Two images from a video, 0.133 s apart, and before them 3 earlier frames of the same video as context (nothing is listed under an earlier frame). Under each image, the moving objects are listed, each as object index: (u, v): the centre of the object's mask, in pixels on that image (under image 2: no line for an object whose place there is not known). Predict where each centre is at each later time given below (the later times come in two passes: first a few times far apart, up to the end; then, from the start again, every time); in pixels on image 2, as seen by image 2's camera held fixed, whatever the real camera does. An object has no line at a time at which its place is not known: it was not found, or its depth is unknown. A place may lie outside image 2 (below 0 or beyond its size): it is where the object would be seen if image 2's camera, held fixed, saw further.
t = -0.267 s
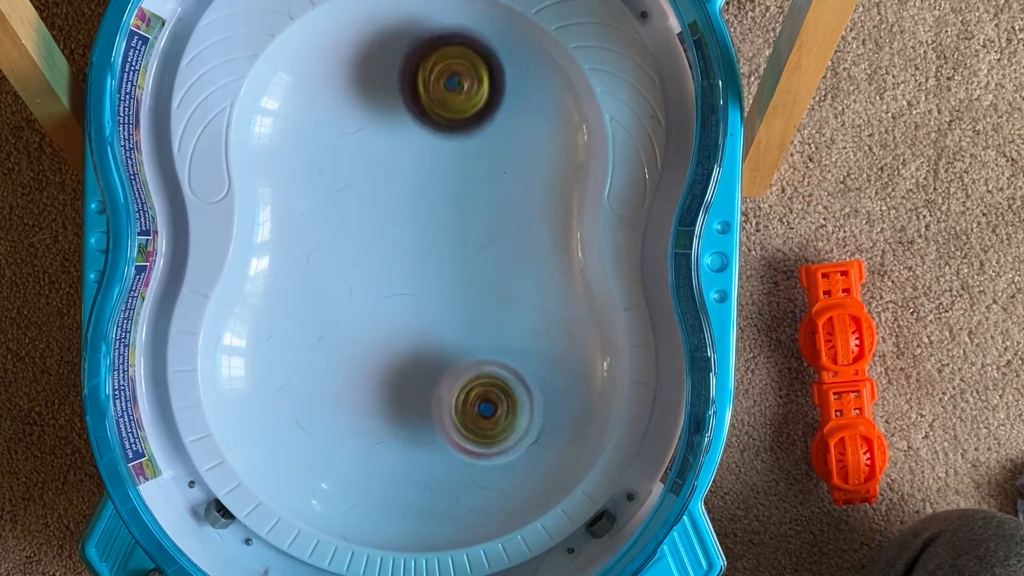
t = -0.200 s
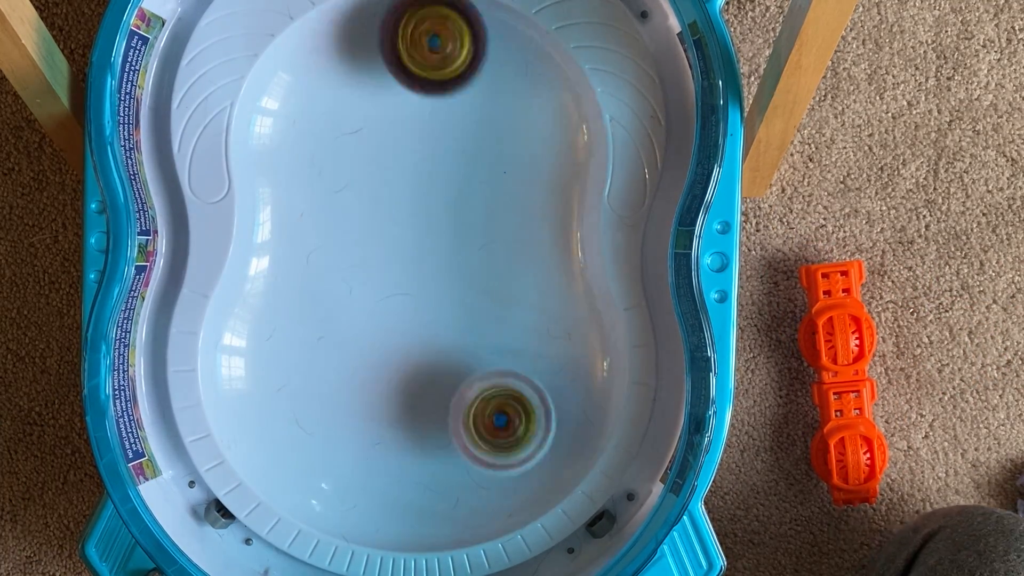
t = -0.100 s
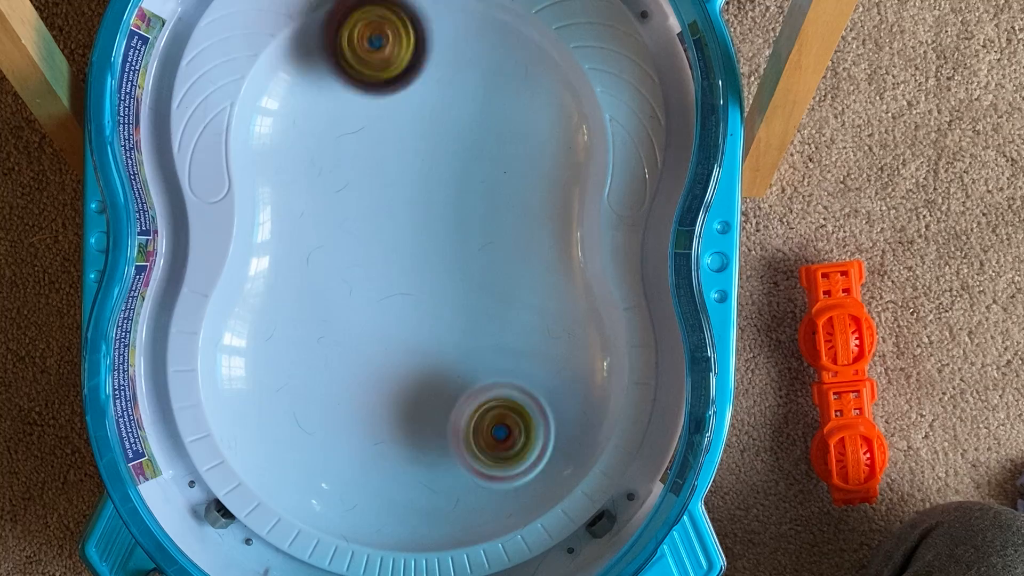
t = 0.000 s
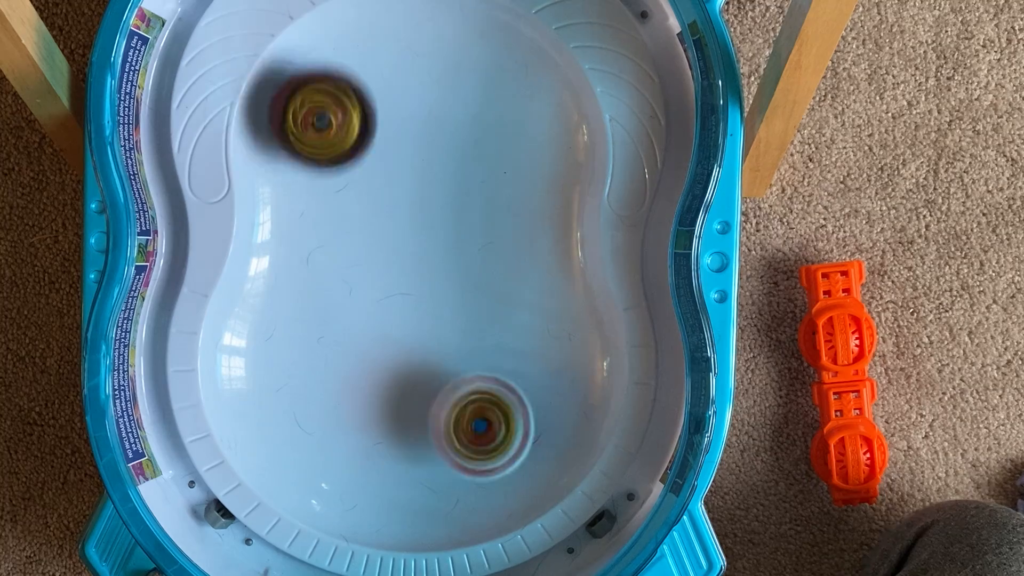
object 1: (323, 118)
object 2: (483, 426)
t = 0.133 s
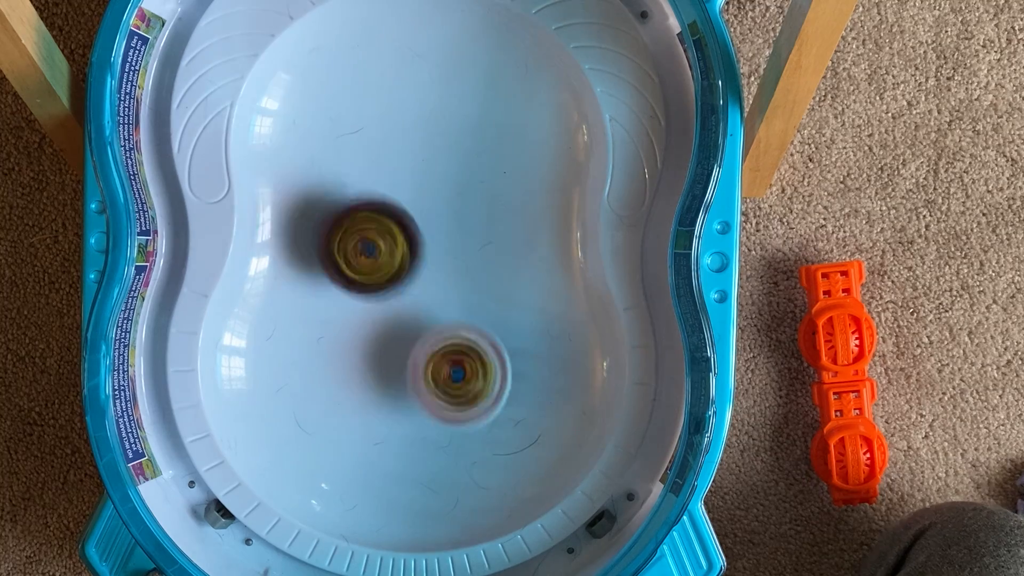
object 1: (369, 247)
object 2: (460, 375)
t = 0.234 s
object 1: (388, 254)
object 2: (508, 389)
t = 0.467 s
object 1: (414, 204)
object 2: (468, 444)
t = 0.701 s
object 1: (458, 123)
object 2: (409, 322)
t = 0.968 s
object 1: (372, 90)
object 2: (409, 204)
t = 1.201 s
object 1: (349, 138)
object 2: (439, 282)
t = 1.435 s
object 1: (430, 150)
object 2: (456, 428)
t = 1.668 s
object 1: (459, 88)
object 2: (334, 440)
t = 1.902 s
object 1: (411, 140)
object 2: (382, 309)
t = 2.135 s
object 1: (406, 165)
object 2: (527, 370)
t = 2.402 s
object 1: (395, 197)
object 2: (423, 481)
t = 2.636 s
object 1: (412, 233)
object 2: (350, 333)
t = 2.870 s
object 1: (475, 166)
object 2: (370, 266)
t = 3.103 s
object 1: (452, 86)
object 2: (414, 260)
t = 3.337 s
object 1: (383, 162)
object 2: (463, 316)
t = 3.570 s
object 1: (386, 299)
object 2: (463, 414)
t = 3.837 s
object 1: (383, 387)
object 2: (371, 499)
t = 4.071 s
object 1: (438, 278)
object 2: (320, 389)
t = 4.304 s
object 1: (474, 147)
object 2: (499, 291)
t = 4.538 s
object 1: (405, 65)
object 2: (551, 341)
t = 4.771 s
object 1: (368, 180)
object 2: (413, 368)
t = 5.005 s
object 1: (454, 237)
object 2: (258, 385)
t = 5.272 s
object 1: (532, 142)
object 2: (359, 380)
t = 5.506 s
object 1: (427, 107)
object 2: (519, 422)
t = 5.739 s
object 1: (340, 230)
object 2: (524, 410)
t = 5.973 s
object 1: (325, 412)
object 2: (444, 291)
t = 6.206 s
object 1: (485, 458)
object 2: (308, 160)
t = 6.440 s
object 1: (498, 301)
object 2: (353, 76)
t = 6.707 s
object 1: (370, 259)
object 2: (480, 109)
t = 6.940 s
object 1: (283, 384)
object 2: (526, 125)
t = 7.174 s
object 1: (404, 454)
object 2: (440, 180)
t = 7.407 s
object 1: (504, 337)
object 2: (359, 242)
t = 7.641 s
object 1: (487, 194)
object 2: (388, 314)
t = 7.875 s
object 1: (420, 103)
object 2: (486, 410)
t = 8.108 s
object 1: (334, 124)
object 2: (502, 432)
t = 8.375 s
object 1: (375, 217)
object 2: (429, 351)
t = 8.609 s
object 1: (446, 235)
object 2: (355, 377)
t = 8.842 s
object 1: (483, 224)
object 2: (339, 421)
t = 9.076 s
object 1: (442, 229)
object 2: (400, 382)
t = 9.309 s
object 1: (366, 199)
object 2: (480, 390)
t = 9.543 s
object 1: (365, 133)
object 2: (476, 411)
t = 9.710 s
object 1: (406, 103)
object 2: (436, 390)
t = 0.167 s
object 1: (391, 272)
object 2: (459, 357)
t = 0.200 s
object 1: (392, 265)
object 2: (483, 372)
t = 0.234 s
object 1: (388, 254)
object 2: (508, 389)
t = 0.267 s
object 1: (389, 245)
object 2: (519, 401)
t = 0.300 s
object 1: (392, 240)
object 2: (523, 412)
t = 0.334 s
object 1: (395, 233)
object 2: (521, 426)
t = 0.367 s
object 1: (400, 227)
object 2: (514, 437)
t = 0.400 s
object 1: (404, 219)
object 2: (503, 443)
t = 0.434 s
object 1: (409, 212)
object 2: (486, 445)
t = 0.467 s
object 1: (414, 204)
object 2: (468, 444)
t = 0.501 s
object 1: (421, 195)
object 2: (453, 436)
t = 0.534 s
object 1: (426, 186)
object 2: (439, 422)
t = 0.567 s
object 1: (433, 174)
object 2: (424, 406)
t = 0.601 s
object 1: (440, 164)
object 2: (414, 387)
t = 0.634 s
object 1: (448, 150)
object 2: (409, 365)
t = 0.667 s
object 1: (455, 137)
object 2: (407, 343)
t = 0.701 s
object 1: (458, 123)
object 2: (409, 322)
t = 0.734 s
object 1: (458, 109)
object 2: (412, 302)
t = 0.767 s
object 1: (451, 96)
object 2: (413, 283)
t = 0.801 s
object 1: (441, 86)
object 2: (414, 263)
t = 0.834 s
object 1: (426, 81)
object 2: (413, 244)
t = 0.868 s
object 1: (409, 81)
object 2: (410, 226)
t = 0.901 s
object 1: (394, 87)
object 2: (409, 209)
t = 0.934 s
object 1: (381, 90)
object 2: (408, 199)
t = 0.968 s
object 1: (372, 90)
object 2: (409, 204)
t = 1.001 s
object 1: (364, 97)
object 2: (407, 206)
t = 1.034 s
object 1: (359, 109)
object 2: (407, 208)
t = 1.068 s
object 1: (352, 113)
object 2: (412, 218)
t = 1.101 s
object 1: (347, 116)
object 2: (420, 233)
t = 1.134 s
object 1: (344, 122)
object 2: (426, 249)
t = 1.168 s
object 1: (345, 129)
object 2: (432, 265)
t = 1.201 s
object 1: (349, 138)
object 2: (439, 282)
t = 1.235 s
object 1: (356, 145)
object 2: (445, 301)
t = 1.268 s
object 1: (366, 150)
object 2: (452, 322)
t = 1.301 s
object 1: (378, 154)
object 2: (459, 343)
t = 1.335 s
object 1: (390, 156)
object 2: (466, 365)
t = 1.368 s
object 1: (402, 156)
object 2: (468, 388)
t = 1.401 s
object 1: (417, 154)
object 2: (463, 409)
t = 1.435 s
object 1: (430, 150)
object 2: (456, 428)
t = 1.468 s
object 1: (443, 142)
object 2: (444, 444)
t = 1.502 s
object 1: (456, 134)
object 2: (429, 457)
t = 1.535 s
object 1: (464, 124)
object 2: (411, 464)
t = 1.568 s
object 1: (469, 114)
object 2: (389, 466)
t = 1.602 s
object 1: (470, 103)
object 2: (368, 463)
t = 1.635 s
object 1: (467, 95)
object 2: (349, 454)
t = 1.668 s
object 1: (459, 88)
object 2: (334, 440)
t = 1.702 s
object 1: (450, 84)
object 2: (324, 423)
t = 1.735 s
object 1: (440, 86)
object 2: (320, 402)
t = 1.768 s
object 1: (429, 91)
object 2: (322, 381)
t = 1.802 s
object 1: (420, 99)
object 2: (330, 360)
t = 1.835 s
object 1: (414, 110)
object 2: (343, 341)
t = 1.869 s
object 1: (411, 125)
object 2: (362, 325)
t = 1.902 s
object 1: (411, 140)
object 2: (382, 309)
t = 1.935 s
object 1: (415, 155)
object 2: (400, 297)
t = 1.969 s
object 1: (420, 170)
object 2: (417, 288)
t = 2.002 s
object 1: (419, 174)
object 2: (441, 292)
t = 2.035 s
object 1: (416, 168)
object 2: (462, 308)
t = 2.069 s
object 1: (413, 166)
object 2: (485, 327)
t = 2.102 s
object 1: (409, 166)
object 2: (508, 347)
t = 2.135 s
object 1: (406, 165)
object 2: (527, 370)
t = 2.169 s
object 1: (404, 166)
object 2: (537, 395)
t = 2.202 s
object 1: (402, 169)
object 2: (540, 419)
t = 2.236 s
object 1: (399, 172)
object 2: (535, 443)
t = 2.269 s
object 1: (398, 175)
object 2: (523, 463)
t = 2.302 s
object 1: (397, 180)
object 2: (502, 478)
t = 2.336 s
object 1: (396, 186)
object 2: (477, 487)
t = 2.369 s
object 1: (395, 191)
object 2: (449, 489)
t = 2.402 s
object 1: (395, 197)
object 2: (423, 481)
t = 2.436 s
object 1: (395, 204)
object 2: (400, 467)
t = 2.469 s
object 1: (395, 212)
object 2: (381, 447)
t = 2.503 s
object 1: (395, 218)
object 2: (367, 422)
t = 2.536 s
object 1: (396, 225)
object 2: (359, 396)
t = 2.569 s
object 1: (398, 233)
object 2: (354, 368)
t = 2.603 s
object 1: (399, 240)
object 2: (355, 341)
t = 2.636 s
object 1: (412, 233)
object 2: (350, 333)
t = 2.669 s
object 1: (423, 226)
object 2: (352, 324)
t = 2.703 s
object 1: (433, 218)
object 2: (352, 312)
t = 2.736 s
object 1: (441, 209)
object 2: (355, 301)
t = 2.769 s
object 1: (449, 200)
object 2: (359, 290)
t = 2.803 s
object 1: (458, 190)
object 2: (362, 281)
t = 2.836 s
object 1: (466, 178)
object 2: (366, 273)
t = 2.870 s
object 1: (475, 166)
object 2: (370, 266)
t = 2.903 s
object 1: (482, 154)
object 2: (374, 261)
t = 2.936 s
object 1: (487, 139)
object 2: (379, 258)
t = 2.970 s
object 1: (489, 125)
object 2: (385, 256)
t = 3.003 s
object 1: (486, 111)
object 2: (391, 255)
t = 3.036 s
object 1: (479, 98)
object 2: (399, 255)
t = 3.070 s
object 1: (467, 90)
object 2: (407, 257)
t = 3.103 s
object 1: (452, 86)
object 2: (414, 260)
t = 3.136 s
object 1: (435, 86)
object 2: (422, 265)
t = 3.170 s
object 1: (419, 90)
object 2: (430, 270)
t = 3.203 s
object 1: (405, 99)
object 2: (438, 276)
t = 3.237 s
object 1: (394, 112)
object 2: (444, 284)
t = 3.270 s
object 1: (387, 128)
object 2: (451, 293)
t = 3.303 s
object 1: (383, 144)
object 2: (457, 304)
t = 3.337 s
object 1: (383, 162)
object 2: (463, 316)
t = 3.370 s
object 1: (383, 181)
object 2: (469, 329)
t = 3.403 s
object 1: (383, 199)
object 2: (476, 345)
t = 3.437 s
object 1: (383, 217)
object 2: (482, 360)
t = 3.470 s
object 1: (383, 237)
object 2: (485, 374)
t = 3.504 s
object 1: (384, 258)
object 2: (482, 390)
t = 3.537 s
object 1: (385, 278)
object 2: (474, 403)
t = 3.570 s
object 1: (386, 299)
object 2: (463, 414)
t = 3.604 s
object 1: (387, 320)
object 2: (450, 422)
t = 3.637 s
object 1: (385, 337)
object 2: (440, 431)
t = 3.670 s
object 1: (380, 351)
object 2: (433, 443)
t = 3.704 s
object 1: (373, 356)
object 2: (428, 462)
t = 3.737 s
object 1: (371, 363)
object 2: (419, 480)
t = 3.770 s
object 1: (371, 371)
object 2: (405, 495)
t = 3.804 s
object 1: (376, 380)
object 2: (389, 500)
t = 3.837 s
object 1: (383, 387)
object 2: (371, 499)
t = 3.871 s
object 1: (395, 381)
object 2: (354, 500)
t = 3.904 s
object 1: (409, 361)
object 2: (336, 500)
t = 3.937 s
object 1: (418, 345)
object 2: (321, 488)
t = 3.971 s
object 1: (423, 329)
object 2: (308, 468)
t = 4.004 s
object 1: (428, 312)
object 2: (303, 441)
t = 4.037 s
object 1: (433, 295)
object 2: (308, 415)
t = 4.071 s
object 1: (438, 278)
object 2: (320, 389)
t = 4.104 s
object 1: (444, 260)
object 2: (338, 366)
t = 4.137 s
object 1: (450, 242)
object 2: (363, 346)
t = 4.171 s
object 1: (455, 223)
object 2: (393, 329)
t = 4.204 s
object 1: (460, 204)
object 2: (422, 315)
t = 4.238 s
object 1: (464, 185)
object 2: (450, 304)
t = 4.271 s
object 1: (469, 166)
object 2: (476, 296)
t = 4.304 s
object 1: (474, 147)
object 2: (499, 291)
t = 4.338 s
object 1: (477, 127)
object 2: (521, 286)
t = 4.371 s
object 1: (476, 109)
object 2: (541, 285)
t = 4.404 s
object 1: (469, 92)
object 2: (554, 289)
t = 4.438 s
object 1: (457, 78)
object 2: (562, 297)
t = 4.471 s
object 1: (442, 68)
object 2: (564, 309)
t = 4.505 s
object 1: (424, 63)
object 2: (561, 324)
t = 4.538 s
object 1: (405, 65)
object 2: (551, 341)
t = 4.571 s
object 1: (387, 71)
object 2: (538, 355)
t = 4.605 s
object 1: (372, 84)
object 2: (521, 368)
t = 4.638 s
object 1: (362, 100)
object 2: (501, 377)
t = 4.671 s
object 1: (356, 120)
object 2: (480, 379)
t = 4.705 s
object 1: (356, 140)
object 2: (457, 379)
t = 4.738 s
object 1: (361, 160)
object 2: (435, 375)
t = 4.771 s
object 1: (368, 180)
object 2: (413, 368)
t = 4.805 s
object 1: (374, 199)
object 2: (391, 361)
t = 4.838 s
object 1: (380, 218)
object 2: (371, 353)
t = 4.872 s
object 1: (387, 237)
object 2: (351, 344)
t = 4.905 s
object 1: (397, 249)
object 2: (331, 344)
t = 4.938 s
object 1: (419, 245)
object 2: (302, 360)
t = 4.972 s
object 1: (438, 242)
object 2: (278, 375)
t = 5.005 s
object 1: (454, 237)
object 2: (258, 385)
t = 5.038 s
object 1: (469, 230)
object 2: (246, 392)
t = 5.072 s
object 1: (483, 222)
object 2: (244, 397)
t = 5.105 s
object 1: (496, 212)
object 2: (249, 396)
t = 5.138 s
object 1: (508, 200)
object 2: (262, 392)
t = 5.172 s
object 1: (516, 187)
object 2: (281, 388)
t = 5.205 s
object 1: (523, 173)
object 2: (304, 383)
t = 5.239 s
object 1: (529, 158)
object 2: (332, 380)
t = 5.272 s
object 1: (532, 142)
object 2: (359, 380)
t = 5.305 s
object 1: (528, 126)
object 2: (385, 382)
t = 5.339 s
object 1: (519, 112)
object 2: (409, 387)
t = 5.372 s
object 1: (505, 102)
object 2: (434, 389)
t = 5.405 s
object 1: (487, 96)
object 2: (459, 396)
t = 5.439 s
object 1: (466, 95)
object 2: (485, 407)
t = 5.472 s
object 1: (447, 99)
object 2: (502, 414)
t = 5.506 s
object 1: (427, 107)
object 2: (519, 422)
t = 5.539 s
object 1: (409, 118)
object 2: (534, 427)
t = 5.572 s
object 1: (394, 132)
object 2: (544, 431)
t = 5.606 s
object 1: (382, 148)
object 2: (547, 434)
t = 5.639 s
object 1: (370, 164)
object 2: (547, 431)
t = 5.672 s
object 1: (359, 183)
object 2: (543, 429)
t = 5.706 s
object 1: (348, 205)
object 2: (536, 421)
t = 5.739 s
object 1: (340, 230)
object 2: (524, 410)
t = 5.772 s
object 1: (333, 256)
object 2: (513, 396)
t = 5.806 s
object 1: (327, 283)
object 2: (500, 380)
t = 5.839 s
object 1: (323, 310)
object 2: (488, 363)
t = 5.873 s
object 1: (317, 335)
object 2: (476, 345)
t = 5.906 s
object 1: (313, 360)
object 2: (468, 329)
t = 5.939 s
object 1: (314, 386)
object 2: (456, 310)
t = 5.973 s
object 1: (325, 412)
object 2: (444, 291)
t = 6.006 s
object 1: (338, 434)
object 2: (427, 271)
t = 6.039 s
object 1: (358, 453)
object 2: (410, 254)
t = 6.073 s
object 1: (381, 465)
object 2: (389, 234)
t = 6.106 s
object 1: (407, 473)
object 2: (369, 216)
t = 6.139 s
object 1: (434, 474)
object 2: (348, 197)
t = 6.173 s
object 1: (461, 470)
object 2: (328, 179)
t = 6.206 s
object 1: (485, 458)
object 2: (308, 160)
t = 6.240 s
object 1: (505, 439)
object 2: (289, 140)
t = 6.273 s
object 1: (520, 418)
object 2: (278, 121)
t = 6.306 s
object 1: (529, 393)
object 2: (276, 102)
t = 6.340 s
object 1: (529, 367)
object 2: (284, 86)
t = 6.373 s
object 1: (524, 343)
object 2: (305, 77)
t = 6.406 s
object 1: (512, 322)
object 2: (329, 72)
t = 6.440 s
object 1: (498, 301)
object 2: (353, 76)
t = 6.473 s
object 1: (484, 279)
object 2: (376, 84)
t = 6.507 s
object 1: (471, 259)
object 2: (396, 98)
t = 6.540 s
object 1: (457, 243)
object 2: (416, 112)
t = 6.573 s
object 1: (442, 230)
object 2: (429, 128)
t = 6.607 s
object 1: (427, 231)
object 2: (438, 131)
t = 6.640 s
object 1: (408, 240)
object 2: (453, 119)
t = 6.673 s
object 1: (387, 249)
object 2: (468, 113)
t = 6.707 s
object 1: (370, 259)
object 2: (480, 109)
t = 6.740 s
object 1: (354, 272)
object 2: (495, 105)
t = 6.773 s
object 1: (338, 287)
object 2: (506, 103)
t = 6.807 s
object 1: (323, 305)
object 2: (516, 103)
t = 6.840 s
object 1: (308, 323)
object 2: (523, 105)
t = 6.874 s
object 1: (295, 341)
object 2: (528, 111)
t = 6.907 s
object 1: (286, 362)
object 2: (529, 117)
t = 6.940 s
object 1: (283, 384)
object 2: (526, 125)
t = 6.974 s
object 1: (289, 406)
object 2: (520, 134)
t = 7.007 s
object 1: (300, 424)
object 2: (512, 141)
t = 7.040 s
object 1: (315, 440)
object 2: (500, 148)
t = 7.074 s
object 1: (335, 452)
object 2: (486, 156)
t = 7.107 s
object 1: (357, 457)
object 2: (471, 164)
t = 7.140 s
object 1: (381, 457)
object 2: (455, 171)
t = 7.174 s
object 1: (404, 454)
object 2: (440, 180)
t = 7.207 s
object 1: (428, 446)
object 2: (424, 187)
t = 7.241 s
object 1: (450, 432)
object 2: (409, 197)
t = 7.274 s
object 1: (468, 416)
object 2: (395, 206)
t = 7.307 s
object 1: (484, 398)
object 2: (383, 214)
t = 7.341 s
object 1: (497, 377)
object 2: (372, 224)
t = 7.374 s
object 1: (504, 356)
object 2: (364, 233)
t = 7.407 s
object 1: (504, 337)
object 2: (359, 242)
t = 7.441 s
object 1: (503, 318)
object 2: (356, 252)
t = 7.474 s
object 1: (501, 296)
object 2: (356, 260)
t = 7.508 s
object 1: (500, 274)
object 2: (357, 268)
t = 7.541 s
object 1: (498, 254)
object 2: (361, 278)
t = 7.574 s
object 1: (497, 232)
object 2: (368, 289)
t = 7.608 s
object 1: (492, 212)
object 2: (377, 302)
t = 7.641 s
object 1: (487, 194)
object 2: (388, 314)
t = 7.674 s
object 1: (481, 178)
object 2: (403, 329)
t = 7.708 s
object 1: (474, 161)
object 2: (418, 343)
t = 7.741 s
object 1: (466, 147)
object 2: (434, 358)
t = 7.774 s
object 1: (457, 134)
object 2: (449, 371)
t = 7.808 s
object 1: (447, 122)
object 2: (462, 386)
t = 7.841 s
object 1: (434, 111)
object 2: (475, 399)
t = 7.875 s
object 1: (420, 103)
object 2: (486, 410)
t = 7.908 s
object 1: (406, 97)
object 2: (494, 419)
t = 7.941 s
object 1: (390, 93)
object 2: (500, 426)
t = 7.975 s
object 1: (374, 94)
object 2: (506, 432)
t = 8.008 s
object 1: (361, 98)
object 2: (507, 435)
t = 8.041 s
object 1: (350, 103)
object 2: (507, 437)
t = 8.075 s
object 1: (339, 112)
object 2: (505, 436)
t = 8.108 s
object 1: (334, 124)
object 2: (502, 432)
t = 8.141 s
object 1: (332, 135)
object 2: (496, 426)
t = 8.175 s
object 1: (332, 147)
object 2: (490, 418)
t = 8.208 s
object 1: (337, 160)
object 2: (484, 408)
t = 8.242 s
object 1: (343, 172)
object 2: (473, 397)
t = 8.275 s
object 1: (350, 183)
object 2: (463, 386)
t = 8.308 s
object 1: (358, 196)
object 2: (451, 372)
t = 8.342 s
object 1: (366, 208)
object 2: (440, 361)
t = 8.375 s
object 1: (375, 217)
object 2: (429, 351)
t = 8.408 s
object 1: (384, 229)
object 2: (416, 340)
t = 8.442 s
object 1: (395, 236)
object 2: (403, 334)
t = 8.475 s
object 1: (406, 234)
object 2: (394, 339)
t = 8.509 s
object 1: (416, 236)
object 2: (382, 349)
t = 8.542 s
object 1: (427, 234)
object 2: (373, 357)
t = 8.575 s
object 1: (436, 234)
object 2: (363, 366)
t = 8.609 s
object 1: (446, 235)
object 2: (355, 377)
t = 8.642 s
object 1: (455, 233)
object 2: (347, 387)
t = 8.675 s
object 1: (462, 232)
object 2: (342, 396)
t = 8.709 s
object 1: (470, 232)
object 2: (337, 405)
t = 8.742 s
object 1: (475, 230)
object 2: (335, 412)
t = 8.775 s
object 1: (478, 228)
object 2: (335, 417)
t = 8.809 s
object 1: (482, 227)
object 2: (336, 420)
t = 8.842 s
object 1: (483, 224)
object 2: (339, 421)
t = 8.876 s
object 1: (482, 223)
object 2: (344, 422)
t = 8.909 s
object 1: (480, 221)
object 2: (350, 419)
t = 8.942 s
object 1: (475, 220)
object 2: (358, 415)
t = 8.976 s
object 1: (469, 222)
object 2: (367, 409)
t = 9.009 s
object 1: (462, 223)
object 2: (378, 401)
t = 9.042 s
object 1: (451, 224)
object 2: (389, 393)
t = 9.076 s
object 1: (442, 229)
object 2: (400, 382)
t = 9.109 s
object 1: (431, 232)
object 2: (412, 371)
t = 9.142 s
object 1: (418, 239)
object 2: (424, 359)
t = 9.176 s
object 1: (407, 246)
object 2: (435, 347)
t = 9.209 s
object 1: (395, 235)
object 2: (452, 354)
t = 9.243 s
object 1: (384, 221)
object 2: (463, 367)
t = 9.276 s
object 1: (374, 208)
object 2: (473, 382)
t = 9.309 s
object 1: (366, 199)
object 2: (480, 390)
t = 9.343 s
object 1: (358, 187)
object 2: (484, 396)
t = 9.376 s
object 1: (356, 178)
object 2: (486, 403)
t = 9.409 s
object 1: (353, 168)
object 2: (488, 408)
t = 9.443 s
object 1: (354, 158)
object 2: (487, 411)
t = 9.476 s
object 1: (355, 150)
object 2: (485, 412)
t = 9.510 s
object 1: (361, 140)
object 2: (481, 412)
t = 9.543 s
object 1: (365, 133)
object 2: (476, 411)
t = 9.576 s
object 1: (373, 123)
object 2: (470, 409)
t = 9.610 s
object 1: (380, 118)
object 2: (463, 406)
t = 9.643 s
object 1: (388, 111)
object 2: (455, 401)
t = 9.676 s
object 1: (397, 108)
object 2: (446, 396)
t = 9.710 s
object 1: (406, 103)
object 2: (436, 390)
